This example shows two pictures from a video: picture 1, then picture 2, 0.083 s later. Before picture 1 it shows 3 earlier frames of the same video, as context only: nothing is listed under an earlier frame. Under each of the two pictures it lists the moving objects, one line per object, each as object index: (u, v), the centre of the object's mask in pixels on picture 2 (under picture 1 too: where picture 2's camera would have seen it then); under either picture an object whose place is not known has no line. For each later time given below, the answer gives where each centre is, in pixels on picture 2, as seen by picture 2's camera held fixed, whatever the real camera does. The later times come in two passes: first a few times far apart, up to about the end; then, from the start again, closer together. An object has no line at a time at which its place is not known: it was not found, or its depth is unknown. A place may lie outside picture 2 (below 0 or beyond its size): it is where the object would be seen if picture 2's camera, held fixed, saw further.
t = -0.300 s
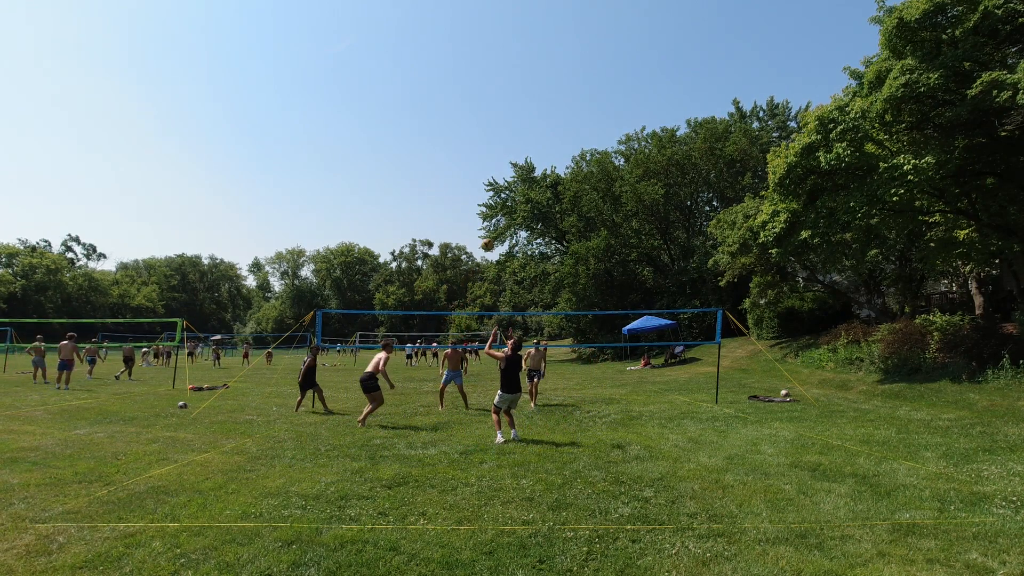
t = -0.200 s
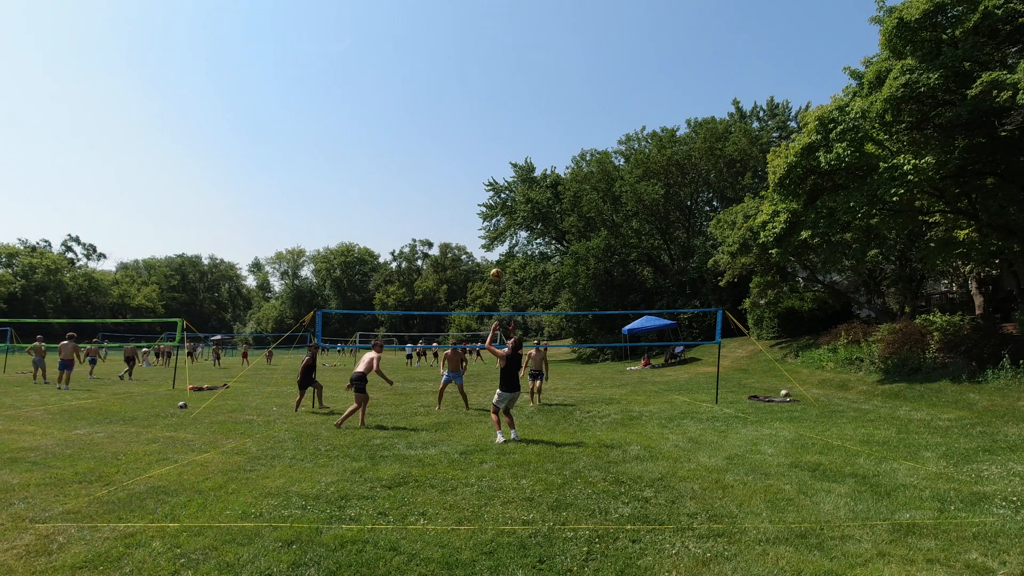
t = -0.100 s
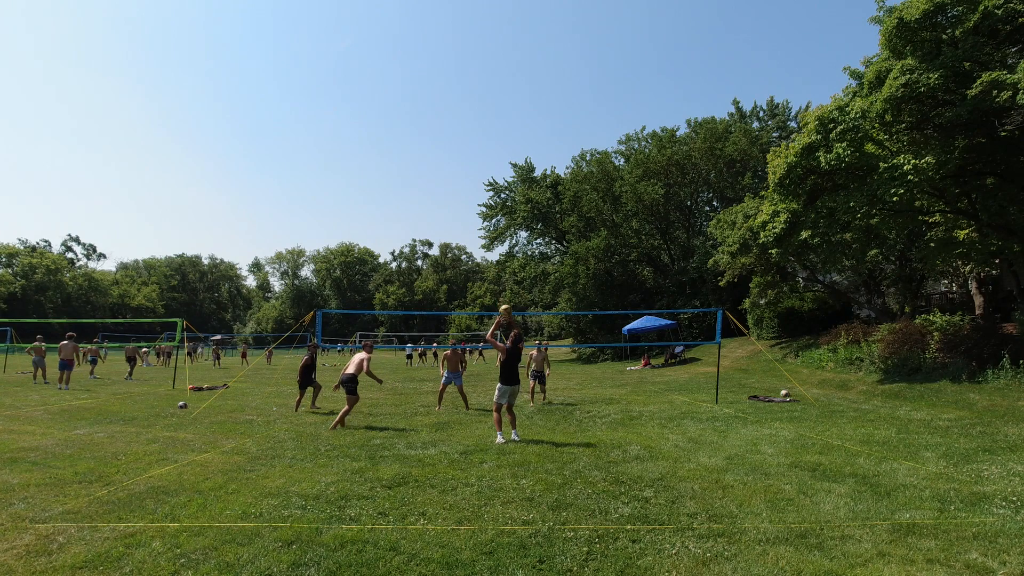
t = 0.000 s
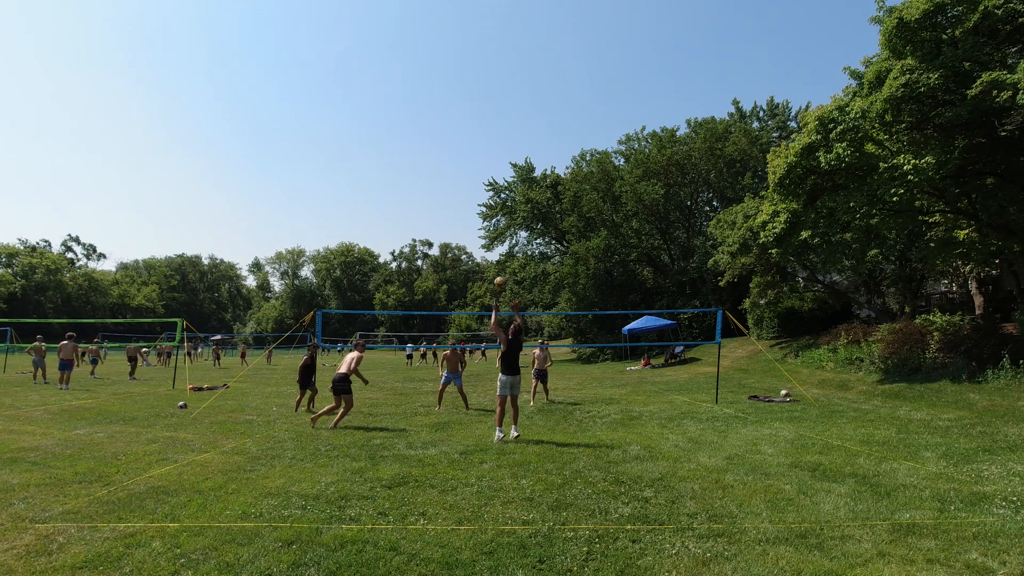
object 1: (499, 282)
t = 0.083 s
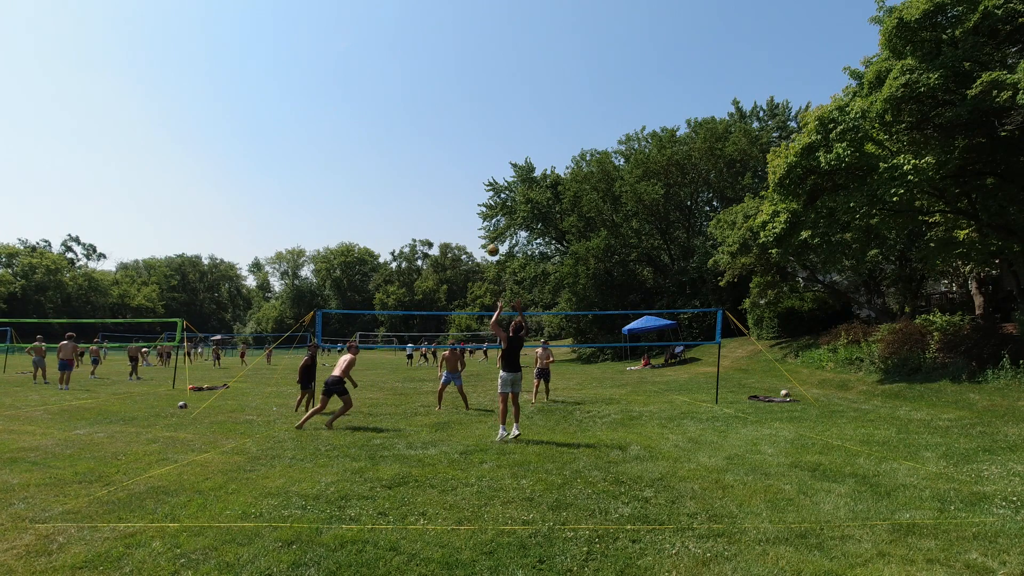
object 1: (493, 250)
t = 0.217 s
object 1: (481, 209)
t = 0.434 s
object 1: (463, 166)
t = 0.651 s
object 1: (445, 149)
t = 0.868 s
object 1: (428, 157)
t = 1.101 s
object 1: (410, 189)
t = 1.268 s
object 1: (397, 226)
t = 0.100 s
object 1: (491, 244)
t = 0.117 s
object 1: (490, 238)
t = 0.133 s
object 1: (489, 233)
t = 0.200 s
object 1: (482, 214)
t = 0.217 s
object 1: (481, 209)
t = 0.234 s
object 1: (480, 205)
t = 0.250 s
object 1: (478, 201)
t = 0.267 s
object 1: (477, 197)
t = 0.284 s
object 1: (476, 193)
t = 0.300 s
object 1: (474, 189)
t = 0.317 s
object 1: (473, 186)
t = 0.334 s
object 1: (471, 182)
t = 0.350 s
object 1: (470, 179)
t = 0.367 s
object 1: (468, 176)
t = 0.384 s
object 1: (467, 173)
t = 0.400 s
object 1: (466, 171)
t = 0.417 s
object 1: (464, 168)
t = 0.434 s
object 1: (463, 166)
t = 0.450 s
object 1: (461, 164)
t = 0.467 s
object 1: (460, 162)
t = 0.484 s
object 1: (459, 160)
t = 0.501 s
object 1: (457, 158)
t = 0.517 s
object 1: (456, 157)
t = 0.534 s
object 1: (455, 155)
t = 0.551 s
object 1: (453, 154)
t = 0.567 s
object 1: (452, 153)
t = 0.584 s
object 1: (451, 152)
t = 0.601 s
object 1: (449, 151)
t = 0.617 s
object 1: (448, 150)
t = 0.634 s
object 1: (447, 150)
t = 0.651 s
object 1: (445, 149)
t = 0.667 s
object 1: (444, 149)
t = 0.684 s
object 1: (443, 149)
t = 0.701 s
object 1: (441, 149)
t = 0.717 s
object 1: (440, 149)
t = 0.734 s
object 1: (439, 150)
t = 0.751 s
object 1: (437, 150)
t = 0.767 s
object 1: (436, 151)
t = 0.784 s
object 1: (435, 151)
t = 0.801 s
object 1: (433, 152)
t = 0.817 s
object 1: (432, 153)
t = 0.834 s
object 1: (431, 154)
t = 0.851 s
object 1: (430, 156)
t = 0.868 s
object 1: (428, 157)
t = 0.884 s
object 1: (427, 159)
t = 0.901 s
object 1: (426, 160)
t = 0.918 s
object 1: (424, 162)
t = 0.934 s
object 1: (423, 164)
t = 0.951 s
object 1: (422, 166)
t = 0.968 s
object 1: (421, 168)
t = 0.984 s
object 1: (419, 170)
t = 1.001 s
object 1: (418, 172)
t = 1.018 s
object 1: (417, 175)
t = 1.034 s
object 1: (415, 178)
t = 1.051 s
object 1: (414, 180)
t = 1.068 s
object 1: (413, 183)
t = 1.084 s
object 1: (412, 186)
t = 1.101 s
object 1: (410, 189)
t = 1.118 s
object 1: (409, 193)
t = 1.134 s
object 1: (408, 196)
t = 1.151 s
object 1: (406, 199)
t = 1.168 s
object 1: (405, 203)
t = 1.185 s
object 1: (404, 206)
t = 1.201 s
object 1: (403, 210)
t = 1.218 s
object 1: (401, 214)
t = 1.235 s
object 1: (400, 218)
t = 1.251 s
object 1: (399, 222)
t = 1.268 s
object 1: (397, 226)
